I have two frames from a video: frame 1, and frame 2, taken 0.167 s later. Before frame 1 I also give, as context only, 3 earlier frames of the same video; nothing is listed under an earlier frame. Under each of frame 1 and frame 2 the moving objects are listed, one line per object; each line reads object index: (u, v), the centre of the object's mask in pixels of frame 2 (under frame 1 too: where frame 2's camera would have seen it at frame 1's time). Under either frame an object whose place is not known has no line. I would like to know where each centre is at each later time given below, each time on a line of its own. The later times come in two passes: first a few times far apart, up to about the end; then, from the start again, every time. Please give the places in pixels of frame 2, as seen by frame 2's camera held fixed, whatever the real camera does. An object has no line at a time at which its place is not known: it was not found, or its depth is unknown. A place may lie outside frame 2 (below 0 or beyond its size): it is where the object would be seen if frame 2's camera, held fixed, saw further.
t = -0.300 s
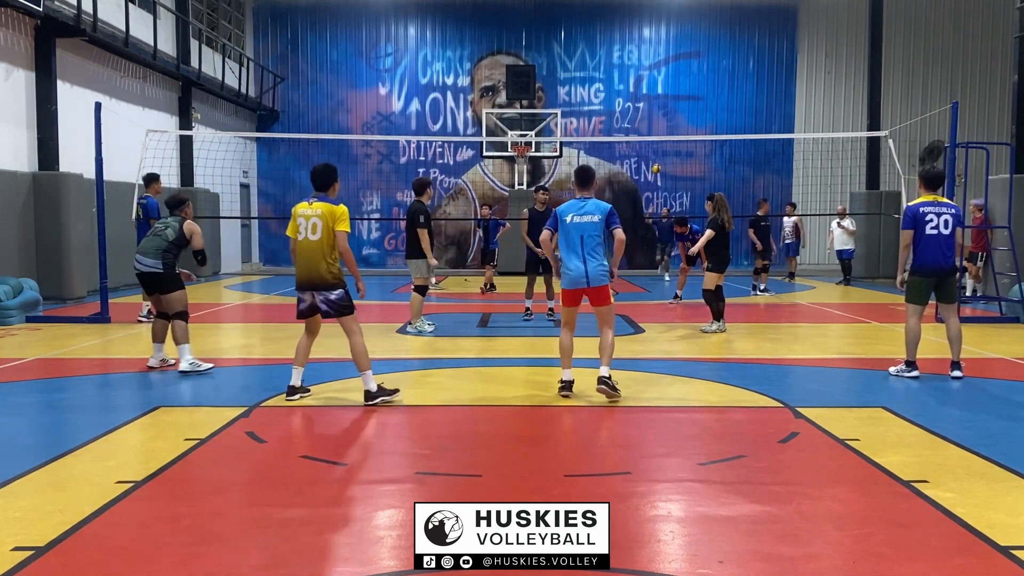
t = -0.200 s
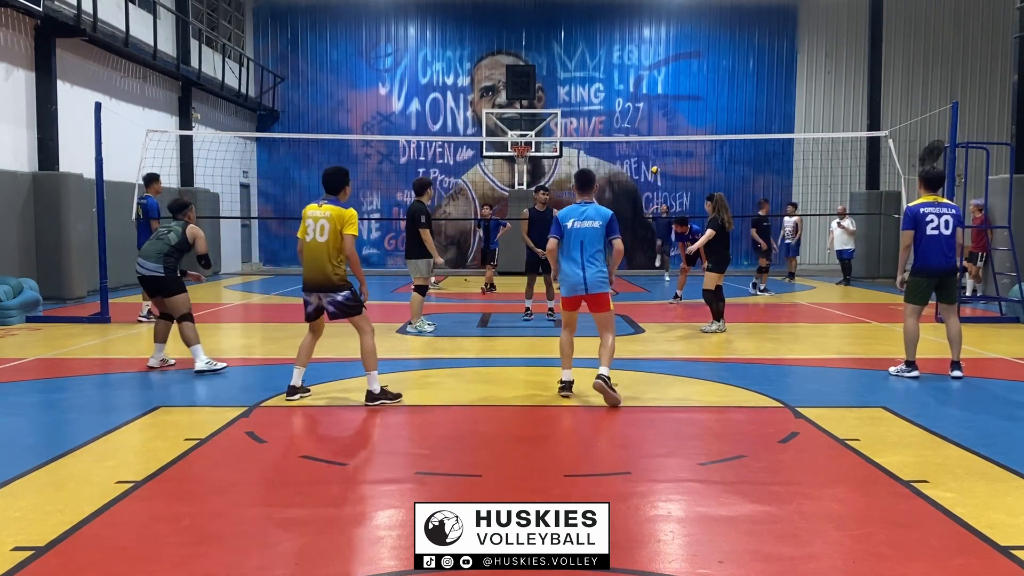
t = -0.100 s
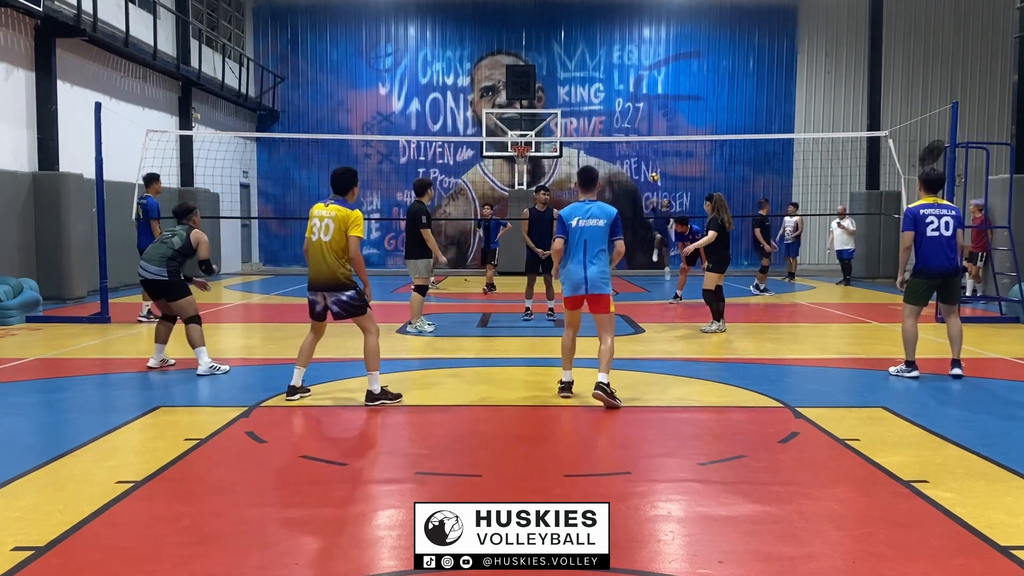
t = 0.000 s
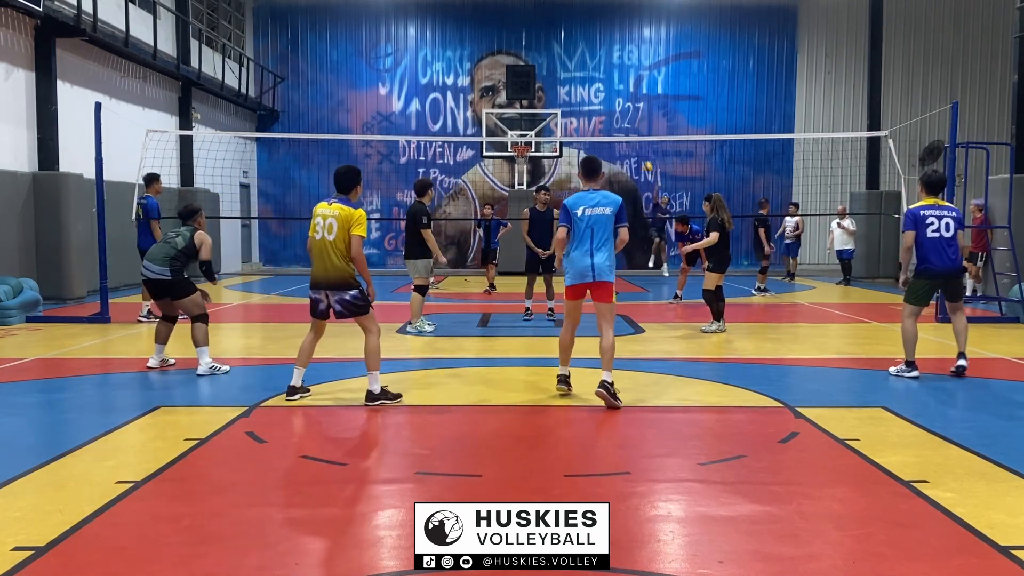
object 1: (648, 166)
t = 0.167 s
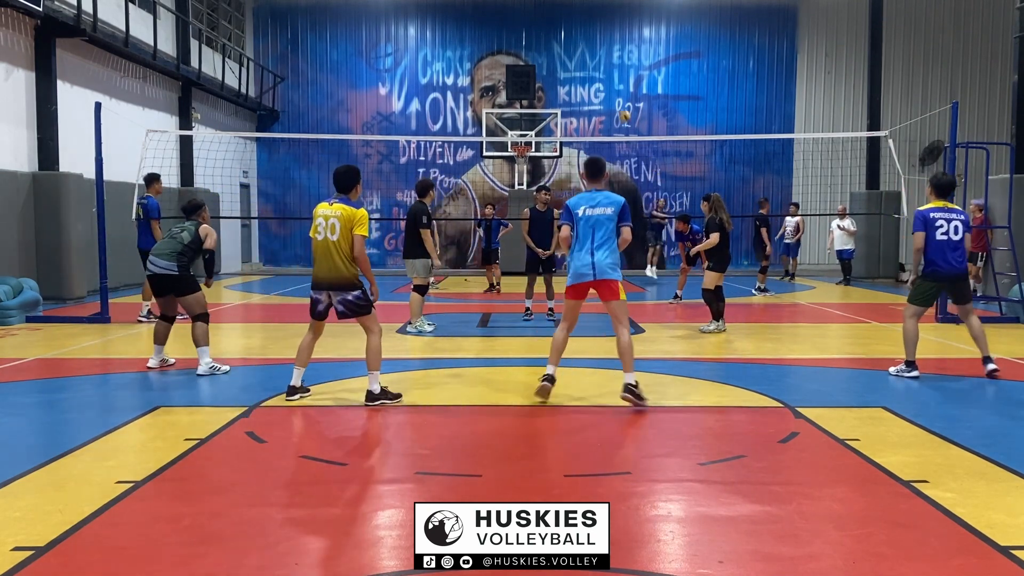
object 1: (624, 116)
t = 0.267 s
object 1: (608, 86)
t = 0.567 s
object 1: (542, 18)
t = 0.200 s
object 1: (619, 105)
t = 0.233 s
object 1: (614, 95)
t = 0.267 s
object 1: (608, 86)
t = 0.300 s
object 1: (603, 76)
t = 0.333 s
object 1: (596, 68)
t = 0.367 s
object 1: (589, 59)
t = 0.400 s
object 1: (582, 52)
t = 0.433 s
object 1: (574, 44)
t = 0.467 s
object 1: (566, 37)
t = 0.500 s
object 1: (559, 30)
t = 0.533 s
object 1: (551, 24)
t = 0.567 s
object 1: (542, 18)
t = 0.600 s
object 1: (533, 12)
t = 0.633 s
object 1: (524, 8)
